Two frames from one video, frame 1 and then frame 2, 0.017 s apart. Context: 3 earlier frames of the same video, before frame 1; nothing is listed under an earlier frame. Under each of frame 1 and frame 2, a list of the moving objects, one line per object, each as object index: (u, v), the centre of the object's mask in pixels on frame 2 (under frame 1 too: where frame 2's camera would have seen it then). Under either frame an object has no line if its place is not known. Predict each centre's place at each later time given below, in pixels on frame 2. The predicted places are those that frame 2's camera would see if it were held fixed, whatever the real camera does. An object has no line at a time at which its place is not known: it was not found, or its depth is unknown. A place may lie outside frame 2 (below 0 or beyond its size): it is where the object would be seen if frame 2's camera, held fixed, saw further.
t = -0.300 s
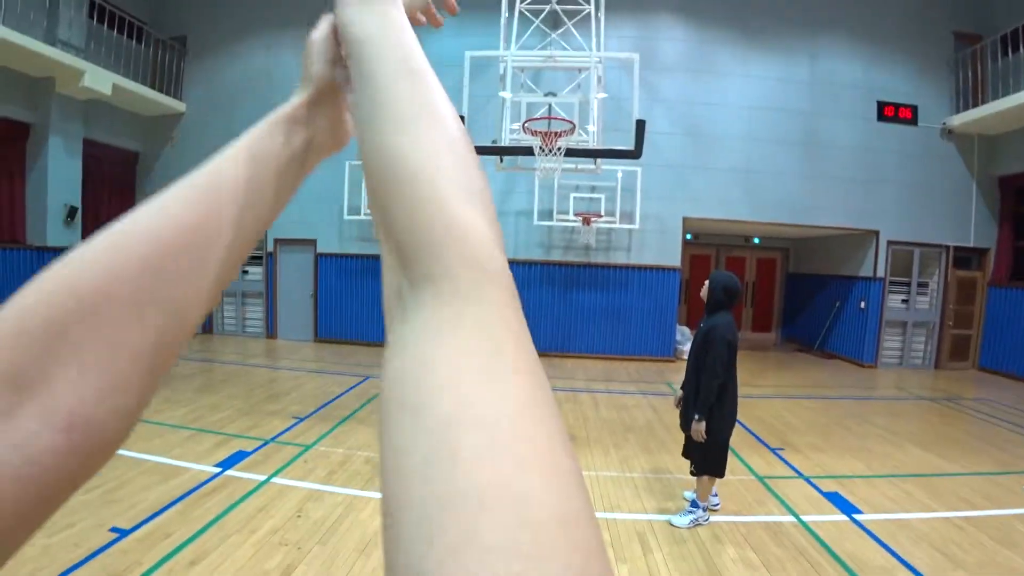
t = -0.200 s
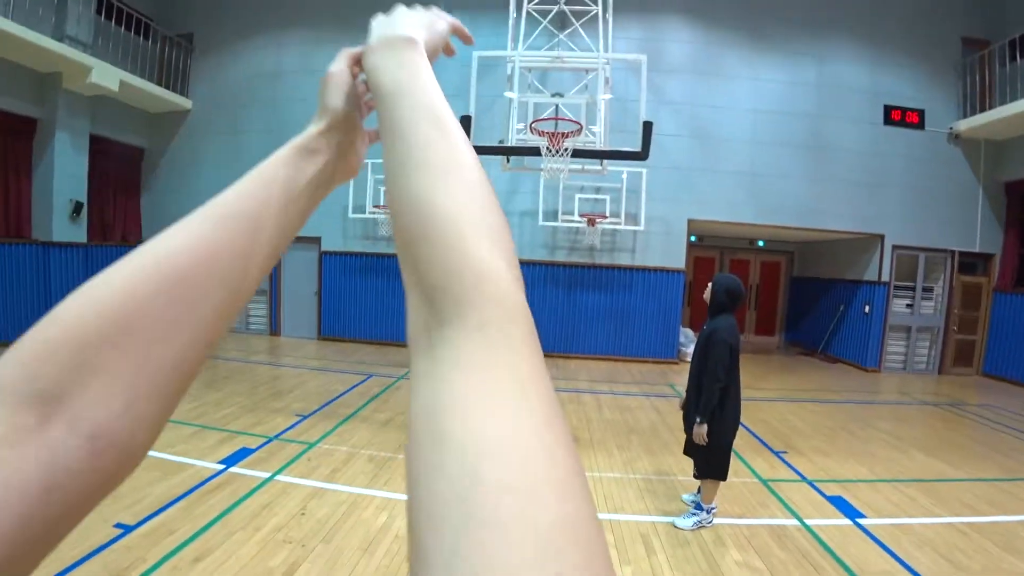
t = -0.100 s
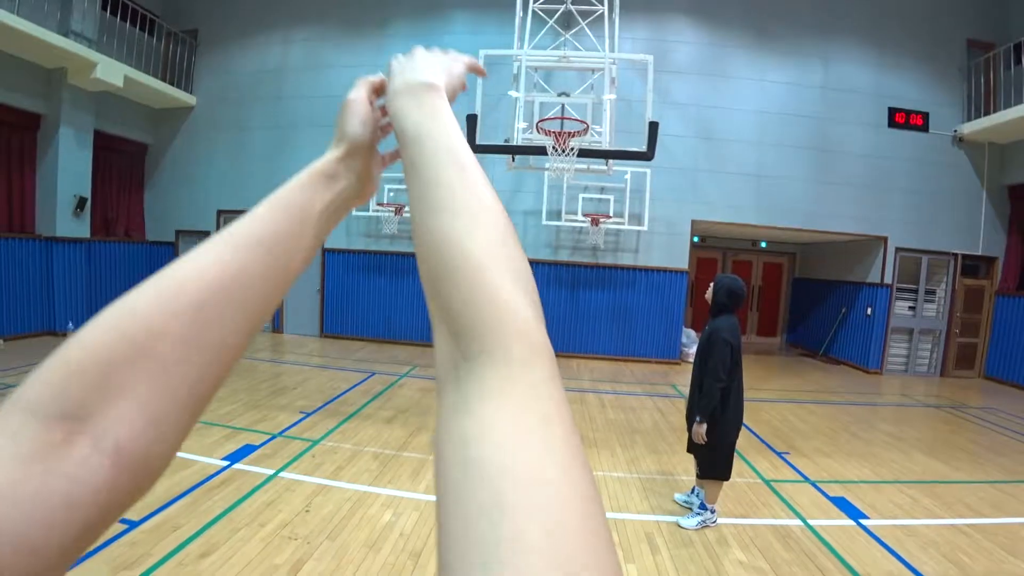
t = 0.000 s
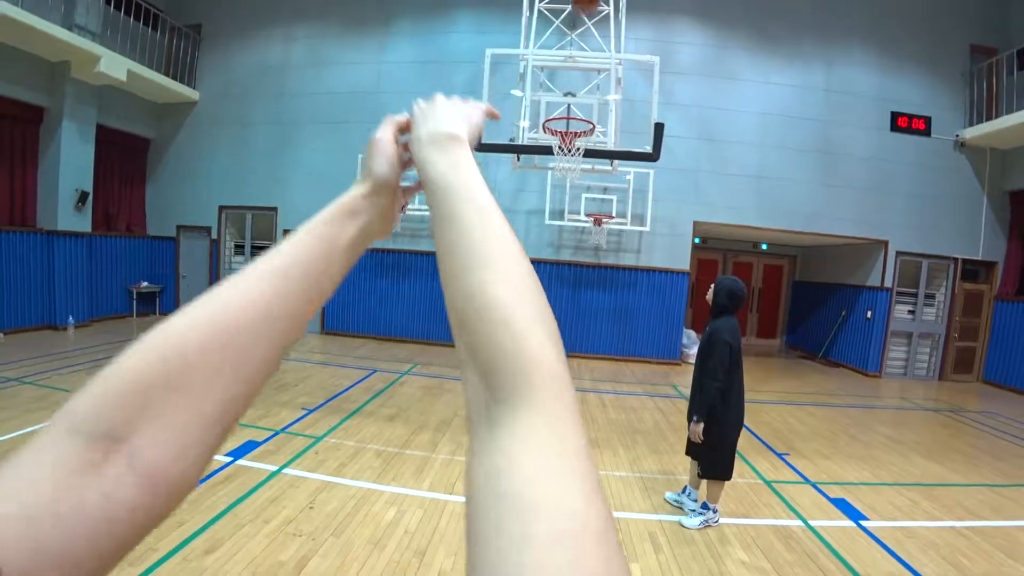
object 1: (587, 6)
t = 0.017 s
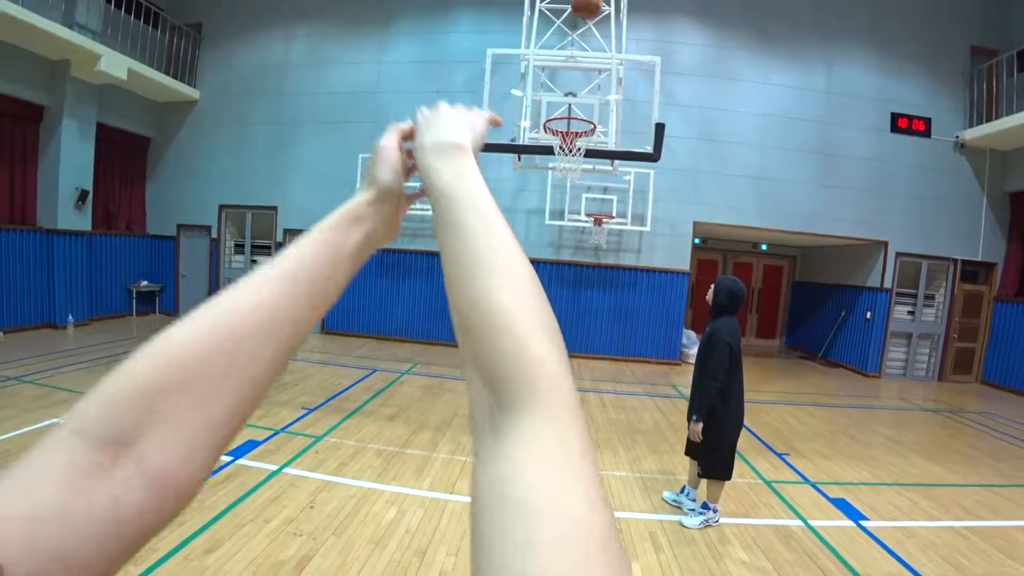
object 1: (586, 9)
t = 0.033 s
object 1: (587, 13)
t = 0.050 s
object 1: (586, 18)
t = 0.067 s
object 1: (587, 27)
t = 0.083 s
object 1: (587, 35)
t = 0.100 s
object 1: (587, 42)
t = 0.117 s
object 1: (586, 51)
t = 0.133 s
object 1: (586, 59)
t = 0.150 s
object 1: (585, 67)
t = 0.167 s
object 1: (585, 75)
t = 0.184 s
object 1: (584, 84)
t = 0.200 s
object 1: (584, 92)
